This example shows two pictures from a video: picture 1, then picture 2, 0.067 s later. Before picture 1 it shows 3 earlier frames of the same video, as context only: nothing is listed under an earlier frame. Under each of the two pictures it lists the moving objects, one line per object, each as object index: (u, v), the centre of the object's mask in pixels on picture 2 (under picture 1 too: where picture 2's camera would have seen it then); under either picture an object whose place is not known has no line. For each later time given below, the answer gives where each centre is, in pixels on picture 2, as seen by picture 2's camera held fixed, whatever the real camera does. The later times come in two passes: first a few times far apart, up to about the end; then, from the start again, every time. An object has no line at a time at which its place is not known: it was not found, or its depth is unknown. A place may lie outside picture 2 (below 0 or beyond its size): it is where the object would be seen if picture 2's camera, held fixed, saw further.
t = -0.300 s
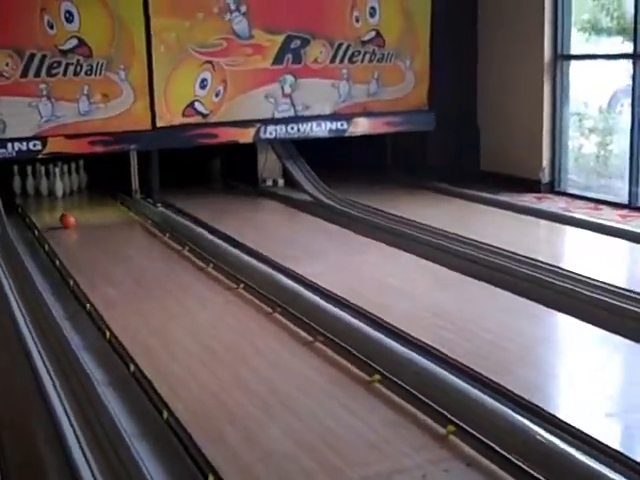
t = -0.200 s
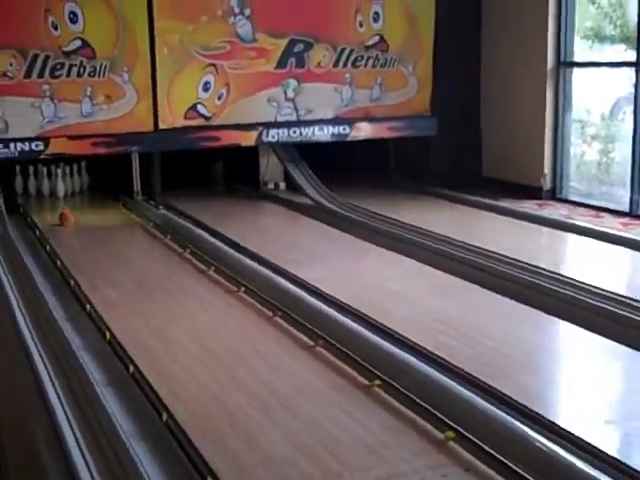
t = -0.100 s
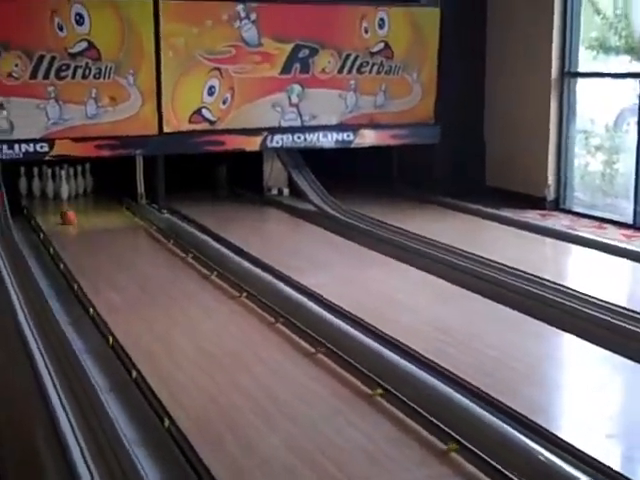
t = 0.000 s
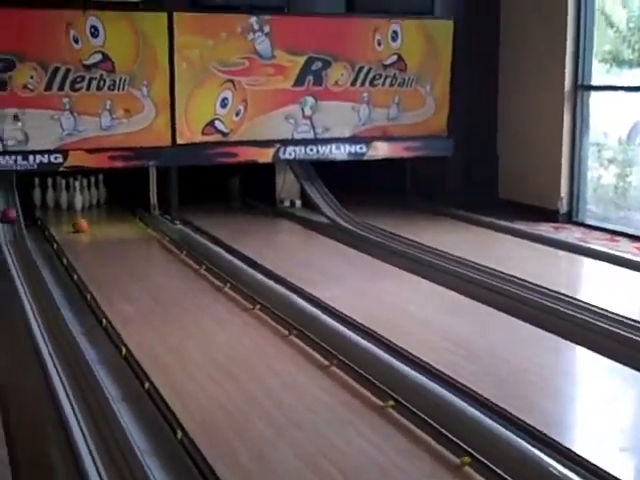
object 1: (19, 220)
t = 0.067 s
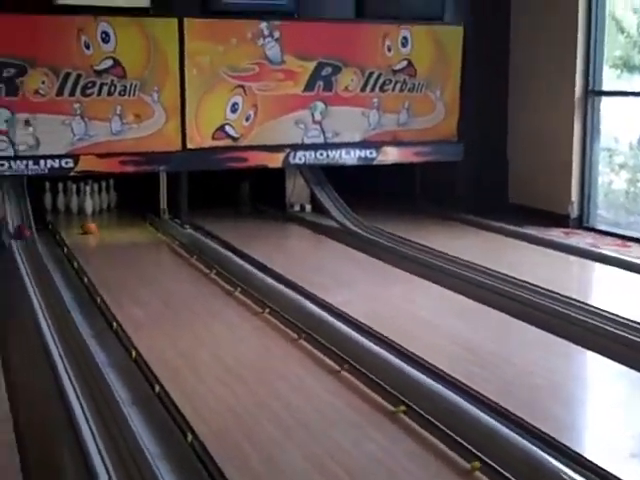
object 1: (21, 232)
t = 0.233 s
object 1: (29, 252)
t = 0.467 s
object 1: (39, 276)
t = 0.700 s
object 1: (51, 303)
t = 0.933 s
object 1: (70, 341)
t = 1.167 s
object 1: (94, 394)
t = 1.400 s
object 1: (130, 455)
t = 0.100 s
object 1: (24, 237)
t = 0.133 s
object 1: (25, 242)
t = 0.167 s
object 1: (25, 247)
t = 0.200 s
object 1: (28, 249)
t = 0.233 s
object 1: (29, 252)
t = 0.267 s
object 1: (29, 254)
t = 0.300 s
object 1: (30, 258)
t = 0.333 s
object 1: (33, 263)
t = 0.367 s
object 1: (34, 265)
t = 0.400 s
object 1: (36, 268)
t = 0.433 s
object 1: (38, 273)
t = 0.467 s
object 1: (39, 276)
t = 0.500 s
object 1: (40, 278)
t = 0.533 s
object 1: (42, 283)
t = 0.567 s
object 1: (44, 287)
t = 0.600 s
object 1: (45, 291)
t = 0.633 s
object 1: (47, 295)
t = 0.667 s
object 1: (49, 299)
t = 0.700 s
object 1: (51, 303)
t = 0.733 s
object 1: (53, 307)
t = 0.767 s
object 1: (57, 313)
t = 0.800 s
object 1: (58, 319)
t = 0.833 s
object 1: (60, 323)
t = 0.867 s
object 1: (63, 328)
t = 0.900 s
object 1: (65, 334)
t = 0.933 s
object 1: (70, 341)
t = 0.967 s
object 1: (72, 346)
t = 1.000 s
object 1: (75, 353)
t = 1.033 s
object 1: (79, 361)
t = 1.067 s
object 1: (83, 369)
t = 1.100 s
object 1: (86, 377)
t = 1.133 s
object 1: (91, 385)
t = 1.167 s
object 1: (94, 394)
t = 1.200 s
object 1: (99, 402)
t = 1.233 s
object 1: (103, 412)
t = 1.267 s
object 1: (107, 423)
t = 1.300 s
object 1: (113, 433)
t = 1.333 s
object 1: (119, 443)
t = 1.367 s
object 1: (124, 450)
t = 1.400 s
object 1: (130, 455)
